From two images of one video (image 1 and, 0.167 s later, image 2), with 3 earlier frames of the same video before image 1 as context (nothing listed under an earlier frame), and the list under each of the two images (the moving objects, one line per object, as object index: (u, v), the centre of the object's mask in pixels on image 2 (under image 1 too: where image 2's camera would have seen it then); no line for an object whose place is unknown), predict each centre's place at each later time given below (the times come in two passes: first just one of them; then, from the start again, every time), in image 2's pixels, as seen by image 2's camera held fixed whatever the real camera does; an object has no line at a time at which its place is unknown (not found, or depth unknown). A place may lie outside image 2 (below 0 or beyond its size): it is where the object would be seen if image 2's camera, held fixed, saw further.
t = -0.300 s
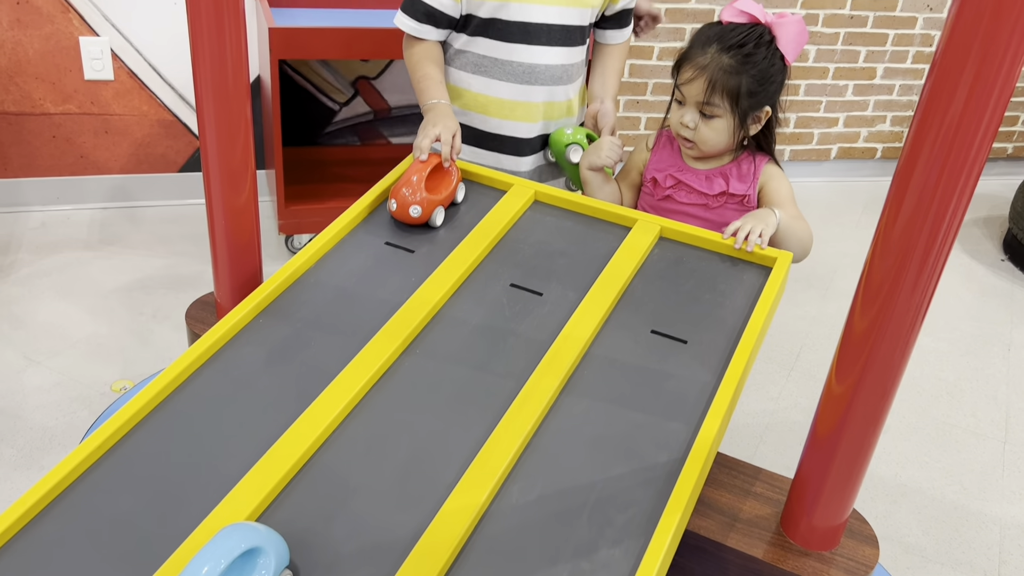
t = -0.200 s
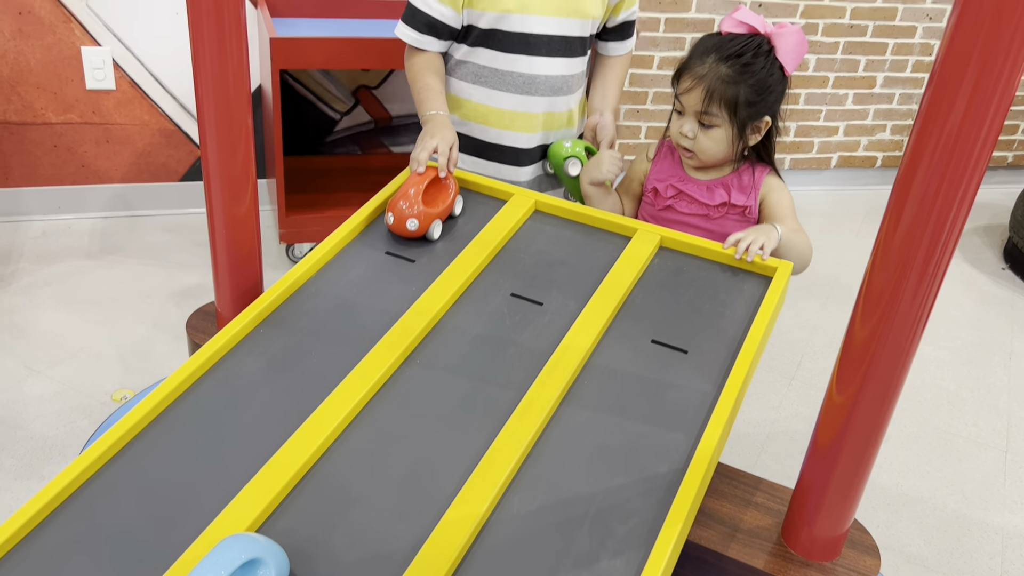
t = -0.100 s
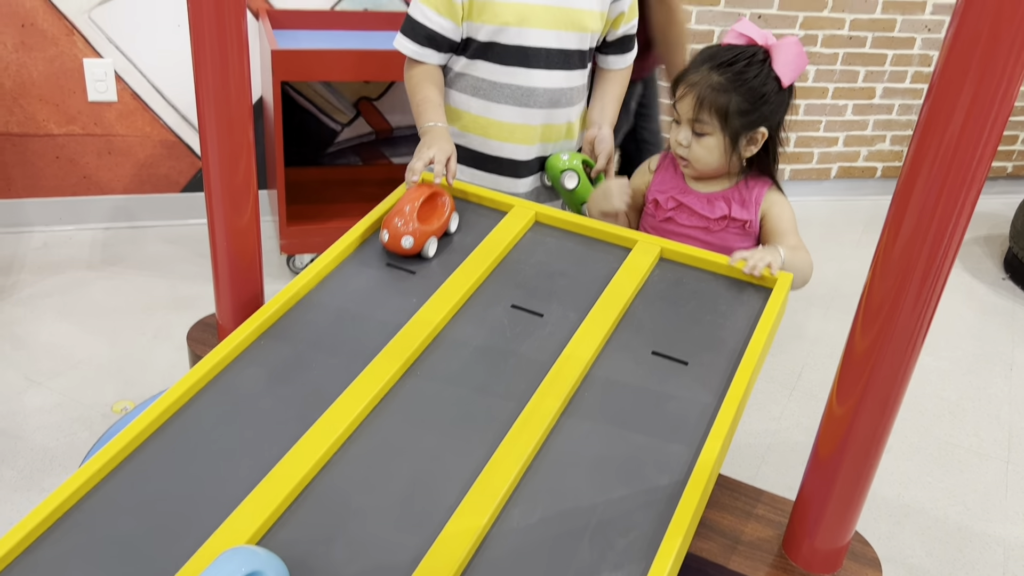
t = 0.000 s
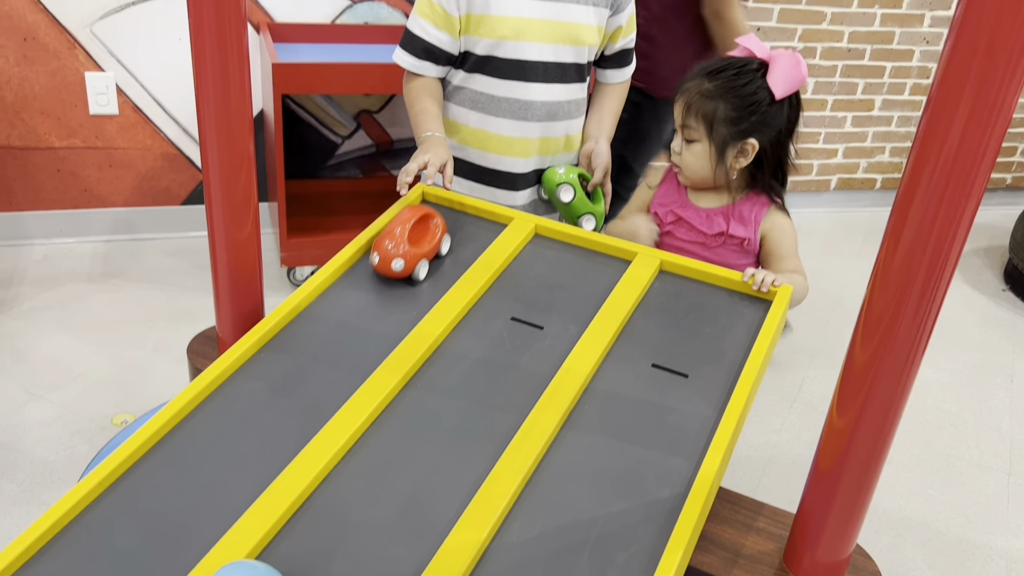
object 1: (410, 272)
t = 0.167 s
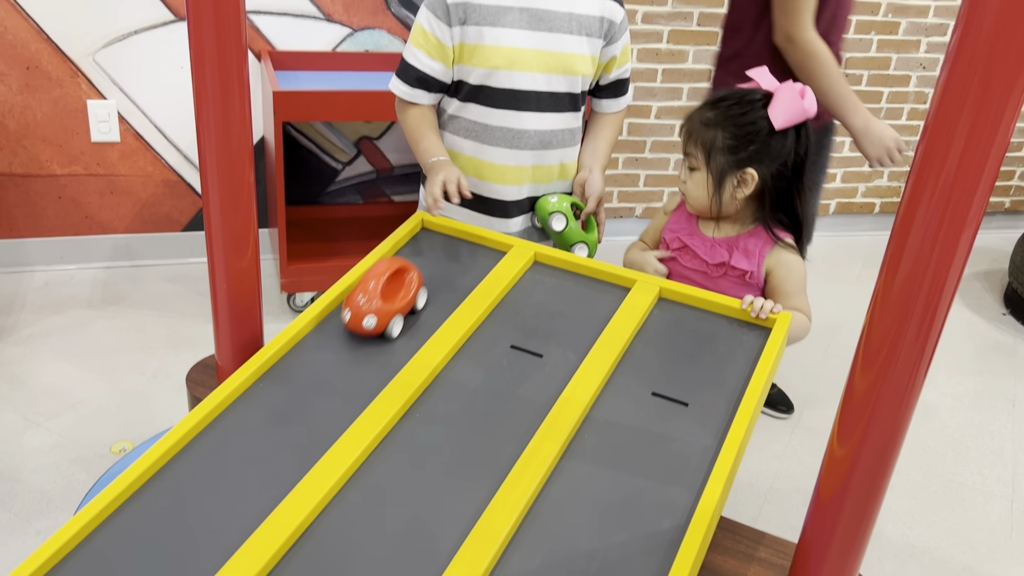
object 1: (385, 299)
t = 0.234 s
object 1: (371, 314)
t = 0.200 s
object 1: (378, 306)
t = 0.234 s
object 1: (371, 314)
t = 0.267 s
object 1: (362, 323)
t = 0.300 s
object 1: (353, 332)
